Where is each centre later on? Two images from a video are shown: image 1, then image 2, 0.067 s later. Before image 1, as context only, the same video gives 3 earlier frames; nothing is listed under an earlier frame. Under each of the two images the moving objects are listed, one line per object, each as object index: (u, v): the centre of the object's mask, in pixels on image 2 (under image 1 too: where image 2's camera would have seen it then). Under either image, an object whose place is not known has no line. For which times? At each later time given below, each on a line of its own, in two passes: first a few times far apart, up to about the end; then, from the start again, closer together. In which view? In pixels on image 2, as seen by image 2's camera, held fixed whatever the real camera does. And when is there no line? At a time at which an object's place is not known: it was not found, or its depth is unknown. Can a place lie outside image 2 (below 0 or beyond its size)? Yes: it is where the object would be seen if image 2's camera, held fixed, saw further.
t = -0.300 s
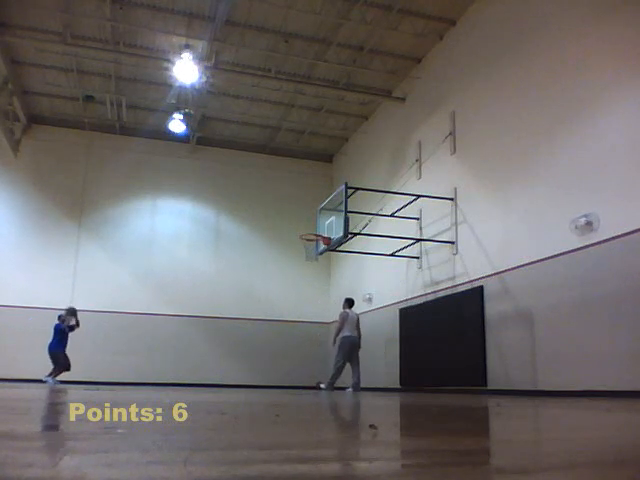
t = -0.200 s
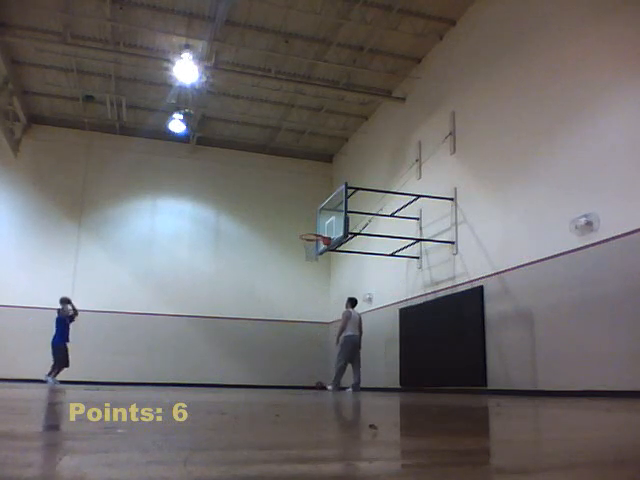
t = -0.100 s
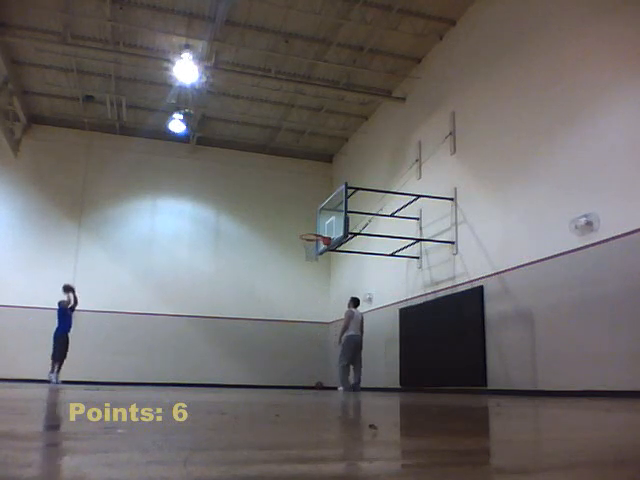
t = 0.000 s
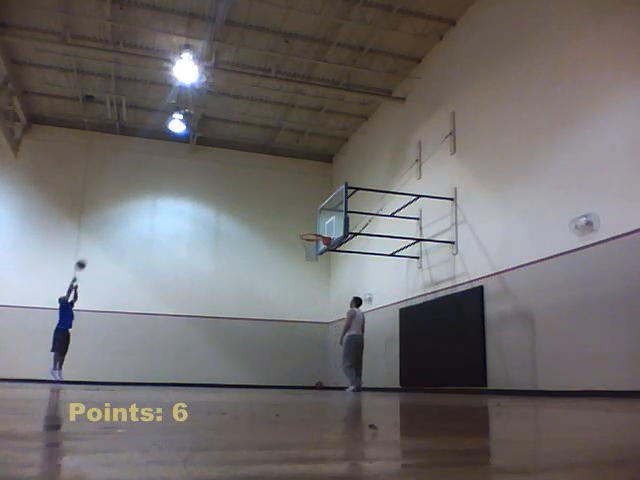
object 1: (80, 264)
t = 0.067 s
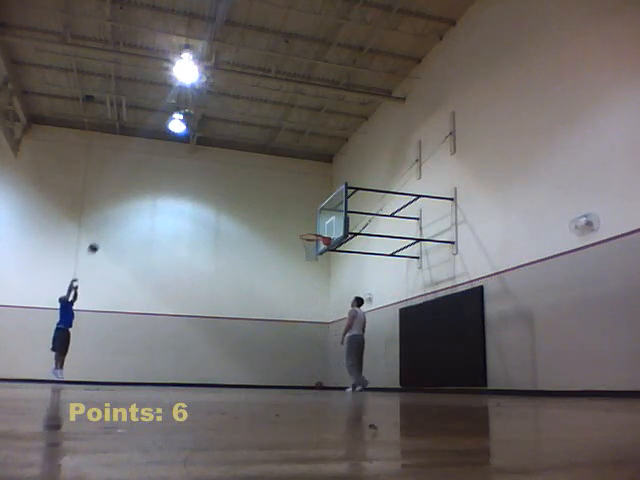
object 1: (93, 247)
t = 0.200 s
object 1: (117, 219)
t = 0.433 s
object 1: (158, 185)
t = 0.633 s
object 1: (192, 172)
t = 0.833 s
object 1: (227, 174)
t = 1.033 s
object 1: (263, 193)
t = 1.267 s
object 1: (304, 230)
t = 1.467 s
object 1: (327, 221)
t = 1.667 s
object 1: (317, 221)
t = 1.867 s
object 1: (303, 239)
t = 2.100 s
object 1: (285, 290)
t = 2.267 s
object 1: (270, 348)
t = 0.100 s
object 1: (99, 240)
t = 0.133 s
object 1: (105, 233)
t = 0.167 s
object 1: (111, 226)
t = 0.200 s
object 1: (117, 219)
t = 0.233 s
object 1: (123, 213)
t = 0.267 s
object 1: (129, 207)
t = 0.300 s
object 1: (134, 201)
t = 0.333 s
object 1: (140, 196)
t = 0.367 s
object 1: (146, 192)
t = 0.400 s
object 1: (152, 188)
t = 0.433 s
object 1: (158, 185)
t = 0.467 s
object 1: (163, 182)
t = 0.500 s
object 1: (169, 179)
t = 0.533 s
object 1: (175, 176)
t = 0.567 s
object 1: (180, 175)
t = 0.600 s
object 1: (186, 173)
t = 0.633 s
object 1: (192, 172)
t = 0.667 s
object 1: (198, 171)
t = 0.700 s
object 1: (204, 171)
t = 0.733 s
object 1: (209, 171)
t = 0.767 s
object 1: (215, 171)
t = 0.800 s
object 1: (221, 173)
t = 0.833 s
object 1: (227, 174)
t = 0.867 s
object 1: (233, 176)
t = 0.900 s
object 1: (239, 179)
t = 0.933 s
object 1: (245, 181)
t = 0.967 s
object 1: (251, 185)
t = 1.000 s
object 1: (257, 189)
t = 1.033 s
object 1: (263, 193)
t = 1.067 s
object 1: (269, 198)
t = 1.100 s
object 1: (275, 204)
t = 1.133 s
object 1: (281, 210)
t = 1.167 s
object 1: (287, 216)
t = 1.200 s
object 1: (294, 224)
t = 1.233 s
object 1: (299, 231)
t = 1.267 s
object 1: (304, 230)
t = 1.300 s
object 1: (308, 228)
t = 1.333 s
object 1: (312, 225)
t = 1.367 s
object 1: (315, 223)
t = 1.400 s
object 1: (319, 222)
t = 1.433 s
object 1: (323, 221)
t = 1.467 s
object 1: (327, 221)
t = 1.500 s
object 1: (328, 221)
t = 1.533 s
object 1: (326, 220)
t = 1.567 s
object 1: (324, 219)
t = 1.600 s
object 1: (321, 219)
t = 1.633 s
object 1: (319, 220)
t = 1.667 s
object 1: (317, 221)
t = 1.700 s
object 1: (315, 223)
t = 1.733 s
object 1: (313, 225)
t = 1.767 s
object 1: (310, 227)
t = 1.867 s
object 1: (303, 239)
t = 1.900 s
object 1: (301, 245)
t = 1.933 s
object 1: (298, 250)
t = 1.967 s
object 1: (296, 257)
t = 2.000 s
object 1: (293, 264)
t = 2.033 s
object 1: (291, 271)
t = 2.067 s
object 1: (288, 280)
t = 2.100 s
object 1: (285, 290)
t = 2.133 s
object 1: (282, 299)
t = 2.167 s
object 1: (279, 311)
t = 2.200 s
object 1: (277, 321)
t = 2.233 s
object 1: (273, 335)
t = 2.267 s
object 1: (270, 348)
